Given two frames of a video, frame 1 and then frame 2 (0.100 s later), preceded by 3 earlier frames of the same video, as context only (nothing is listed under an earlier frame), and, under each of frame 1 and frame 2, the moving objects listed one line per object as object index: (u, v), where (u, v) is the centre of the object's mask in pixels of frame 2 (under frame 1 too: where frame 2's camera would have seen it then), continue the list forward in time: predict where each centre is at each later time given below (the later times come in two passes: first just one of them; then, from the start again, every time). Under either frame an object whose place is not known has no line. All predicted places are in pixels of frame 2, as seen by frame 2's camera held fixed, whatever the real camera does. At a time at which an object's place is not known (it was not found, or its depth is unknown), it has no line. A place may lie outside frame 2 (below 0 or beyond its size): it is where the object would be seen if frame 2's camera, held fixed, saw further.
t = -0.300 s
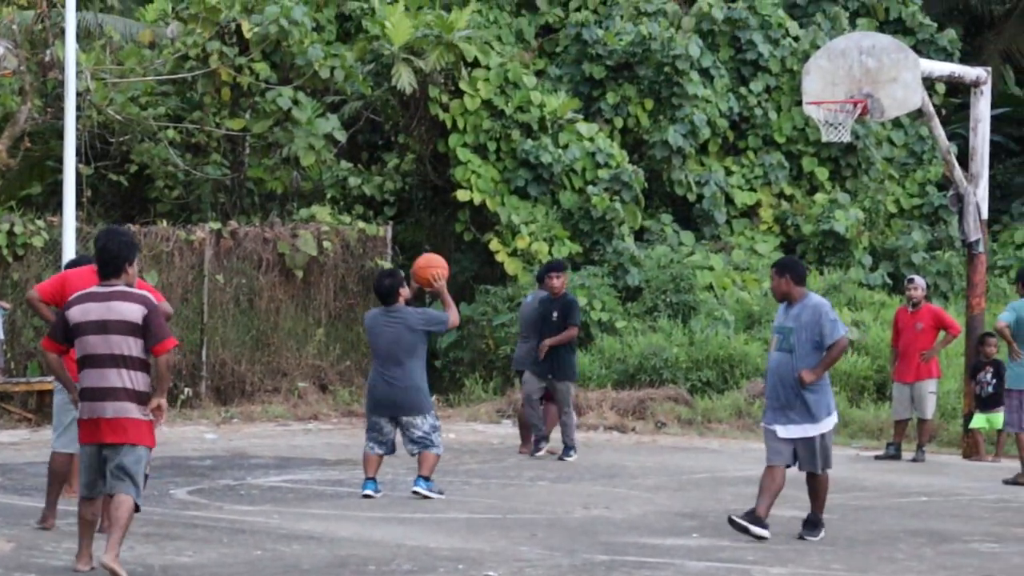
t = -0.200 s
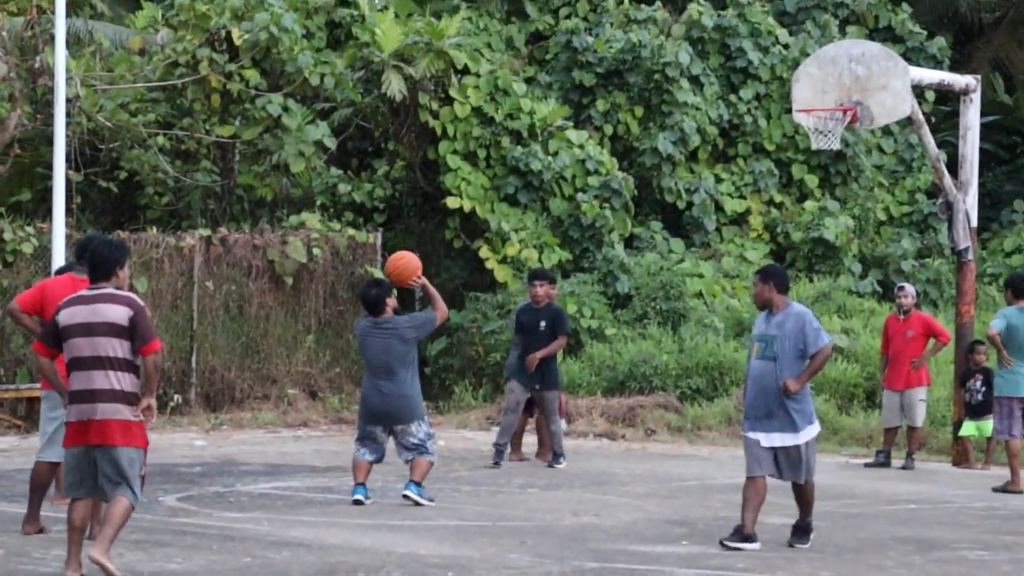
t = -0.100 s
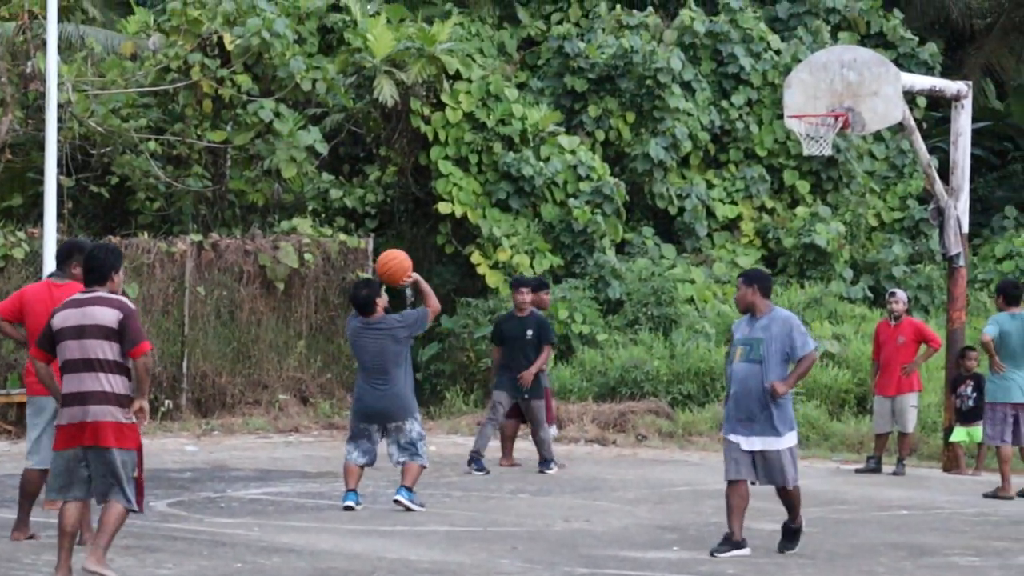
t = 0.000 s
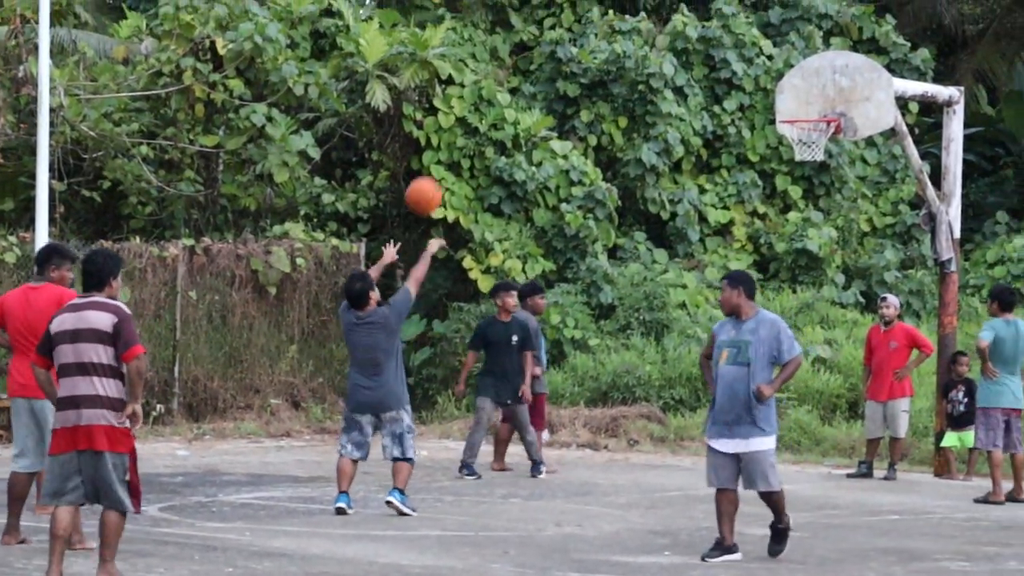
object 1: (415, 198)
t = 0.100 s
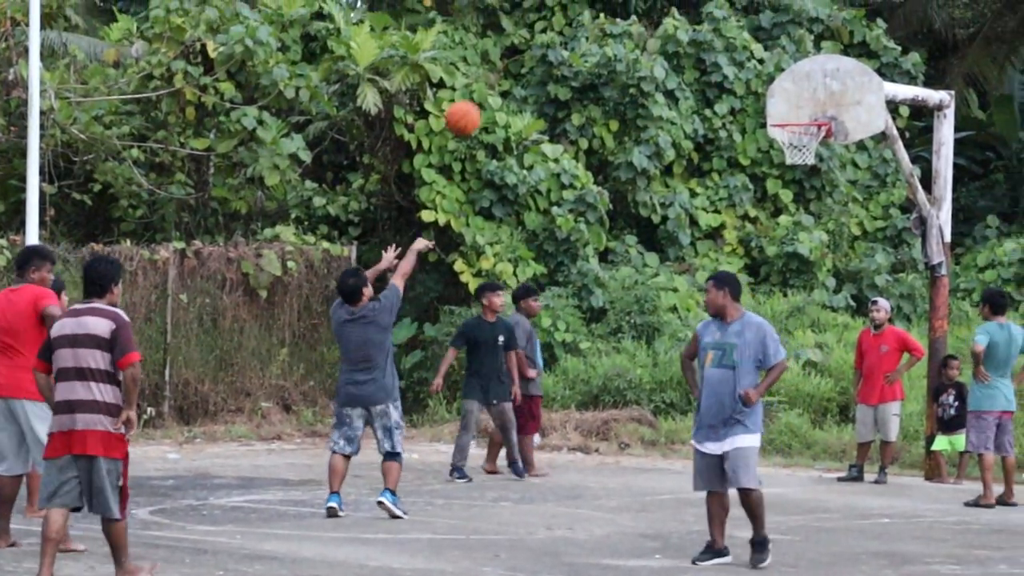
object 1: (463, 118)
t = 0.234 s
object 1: (521, 36)
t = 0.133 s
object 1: (478, 94)
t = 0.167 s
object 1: (493, 73)
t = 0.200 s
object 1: (506, 54)
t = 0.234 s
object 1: (521, 36)
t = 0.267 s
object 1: (535, 21)
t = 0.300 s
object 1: (549, 8)
